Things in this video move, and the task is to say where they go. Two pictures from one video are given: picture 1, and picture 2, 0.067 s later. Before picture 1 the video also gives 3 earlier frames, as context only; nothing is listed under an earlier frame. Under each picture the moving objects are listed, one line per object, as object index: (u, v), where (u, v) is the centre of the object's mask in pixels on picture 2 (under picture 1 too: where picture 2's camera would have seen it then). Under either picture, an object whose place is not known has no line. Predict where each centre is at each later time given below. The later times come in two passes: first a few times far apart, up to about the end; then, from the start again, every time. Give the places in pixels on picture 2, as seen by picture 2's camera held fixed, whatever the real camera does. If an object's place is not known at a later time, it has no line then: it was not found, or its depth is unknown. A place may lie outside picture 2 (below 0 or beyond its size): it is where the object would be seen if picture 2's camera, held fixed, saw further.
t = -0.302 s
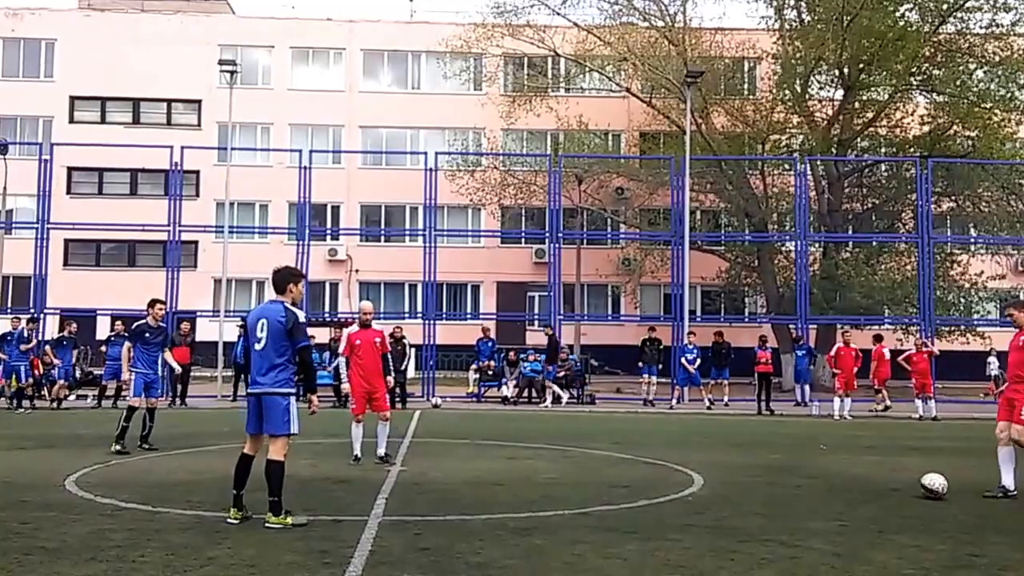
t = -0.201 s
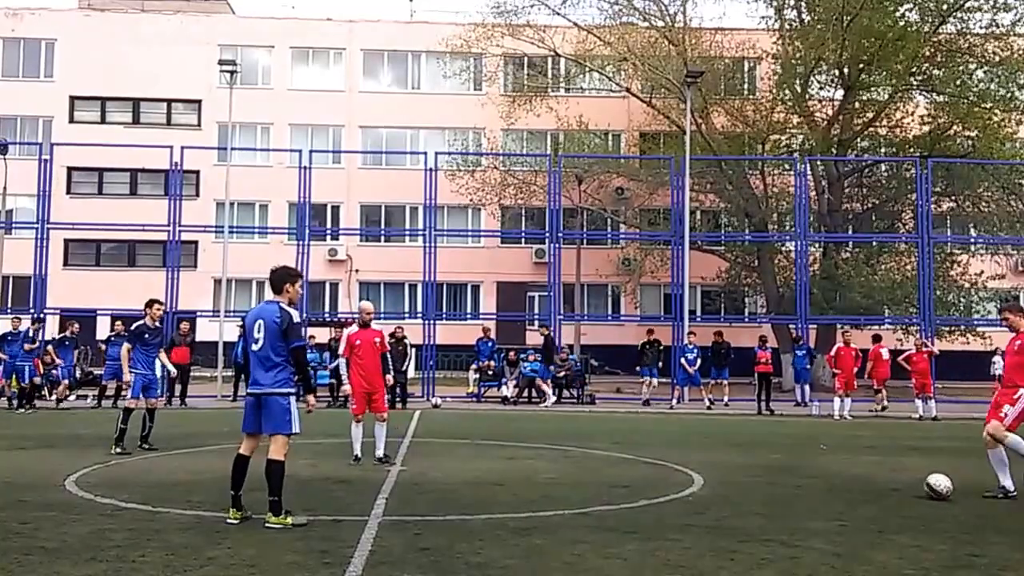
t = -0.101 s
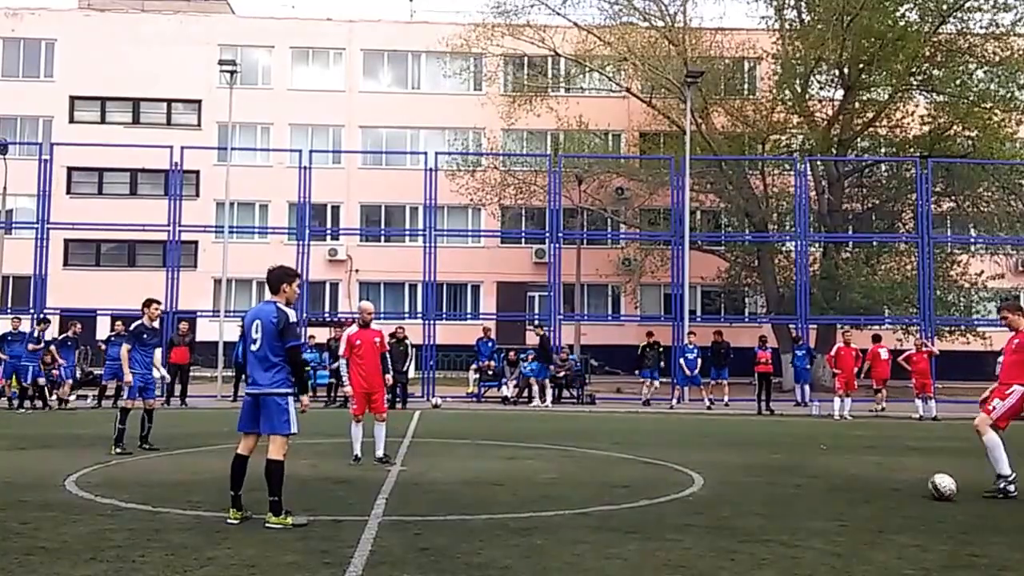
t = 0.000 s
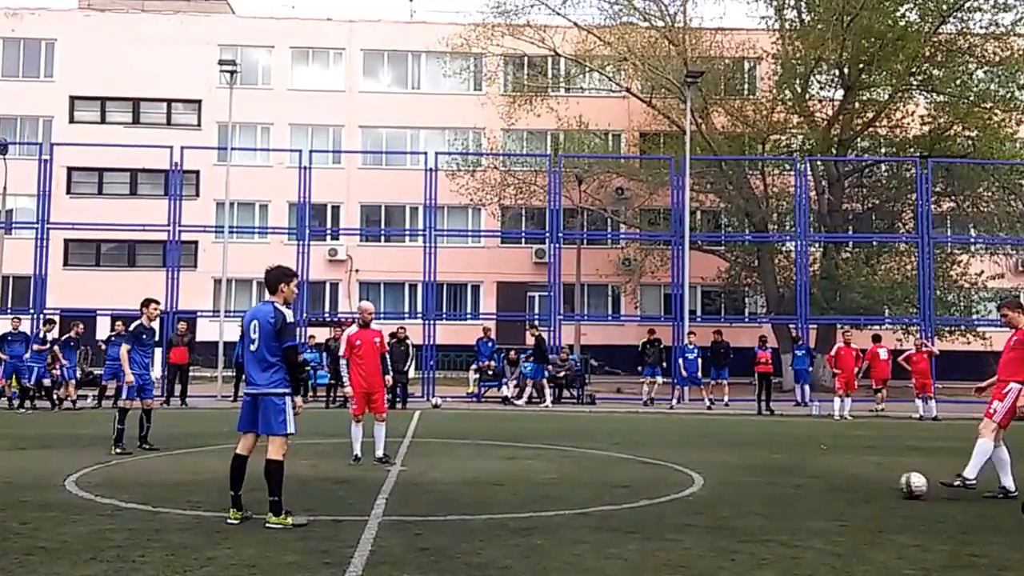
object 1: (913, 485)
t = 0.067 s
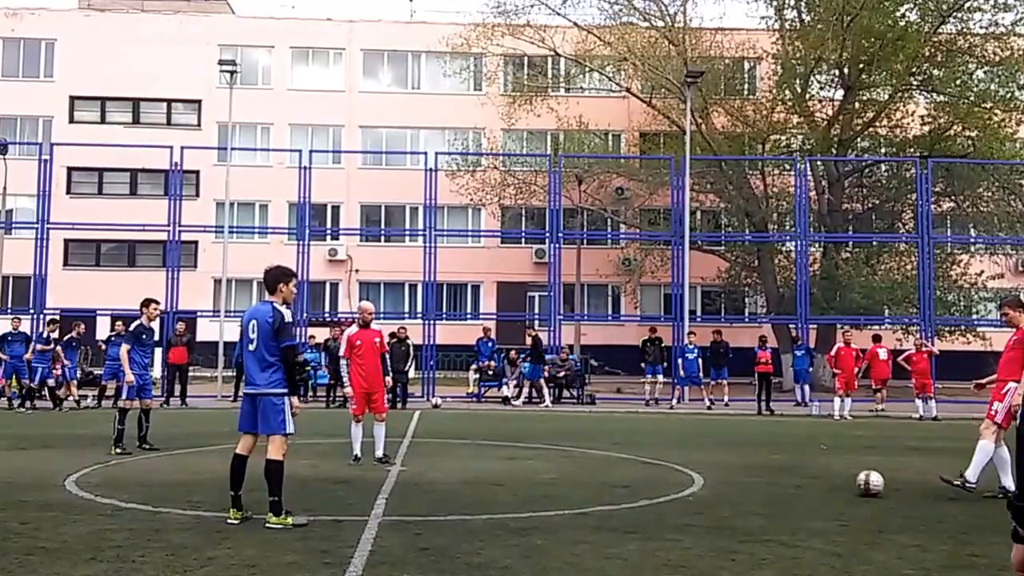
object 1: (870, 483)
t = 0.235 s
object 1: (780, 480)
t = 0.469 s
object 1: (690, 476)
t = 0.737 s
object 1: (605, 473)
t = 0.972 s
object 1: (538, 471)
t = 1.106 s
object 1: (501, 470)
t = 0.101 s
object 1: (850, 483)
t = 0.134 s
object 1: (830, 483)
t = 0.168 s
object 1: (813, 481)
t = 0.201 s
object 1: (796, 480)
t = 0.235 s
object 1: (780, 480)
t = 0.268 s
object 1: (764, 479)
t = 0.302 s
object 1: (749, 479)
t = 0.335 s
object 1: (736, 478)
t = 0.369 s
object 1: (724, 477)
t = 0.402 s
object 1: (712, 477)
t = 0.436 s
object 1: (701, 476)
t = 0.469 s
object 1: (690, 476)
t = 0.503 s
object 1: (679, 476)
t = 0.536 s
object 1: (667, 475)
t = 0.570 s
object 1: (656, 475)
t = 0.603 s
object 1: (646, 475)
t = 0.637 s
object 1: (636, 474)
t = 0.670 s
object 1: (626, 474)
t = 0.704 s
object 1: (615, 473)
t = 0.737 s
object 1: (605, 473)
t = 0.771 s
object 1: (595, 473)
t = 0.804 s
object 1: (585, 472)
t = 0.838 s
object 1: (575, 472)
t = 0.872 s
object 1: (566, 472)
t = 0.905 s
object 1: (556, 471)
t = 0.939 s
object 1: (548, 471)
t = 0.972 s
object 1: (538, 471)
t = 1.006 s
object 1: (529, 471)
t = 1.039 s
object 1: (519, 471)
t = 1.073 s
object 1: (510, 470)
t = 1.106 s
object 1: (501, 470)
